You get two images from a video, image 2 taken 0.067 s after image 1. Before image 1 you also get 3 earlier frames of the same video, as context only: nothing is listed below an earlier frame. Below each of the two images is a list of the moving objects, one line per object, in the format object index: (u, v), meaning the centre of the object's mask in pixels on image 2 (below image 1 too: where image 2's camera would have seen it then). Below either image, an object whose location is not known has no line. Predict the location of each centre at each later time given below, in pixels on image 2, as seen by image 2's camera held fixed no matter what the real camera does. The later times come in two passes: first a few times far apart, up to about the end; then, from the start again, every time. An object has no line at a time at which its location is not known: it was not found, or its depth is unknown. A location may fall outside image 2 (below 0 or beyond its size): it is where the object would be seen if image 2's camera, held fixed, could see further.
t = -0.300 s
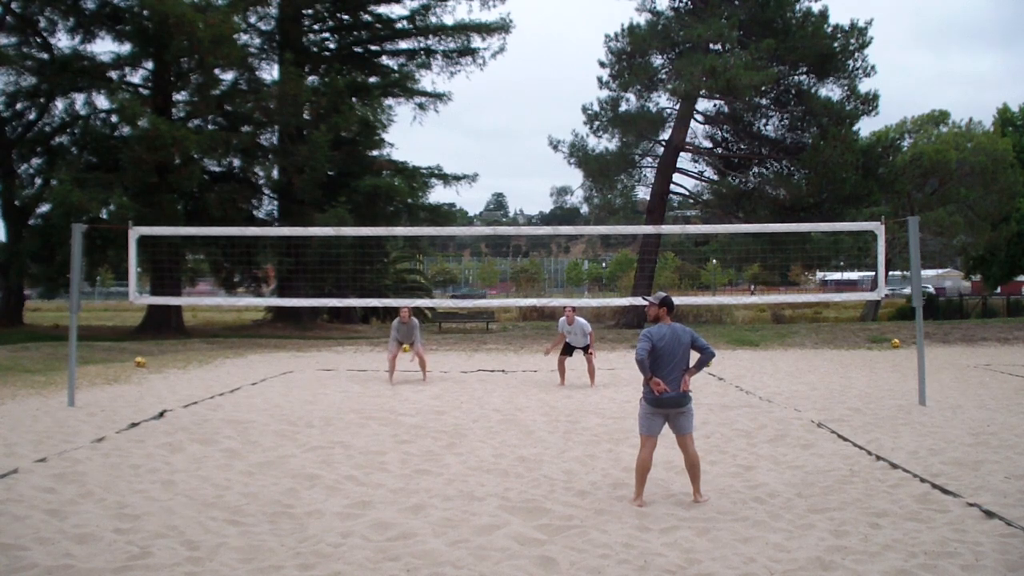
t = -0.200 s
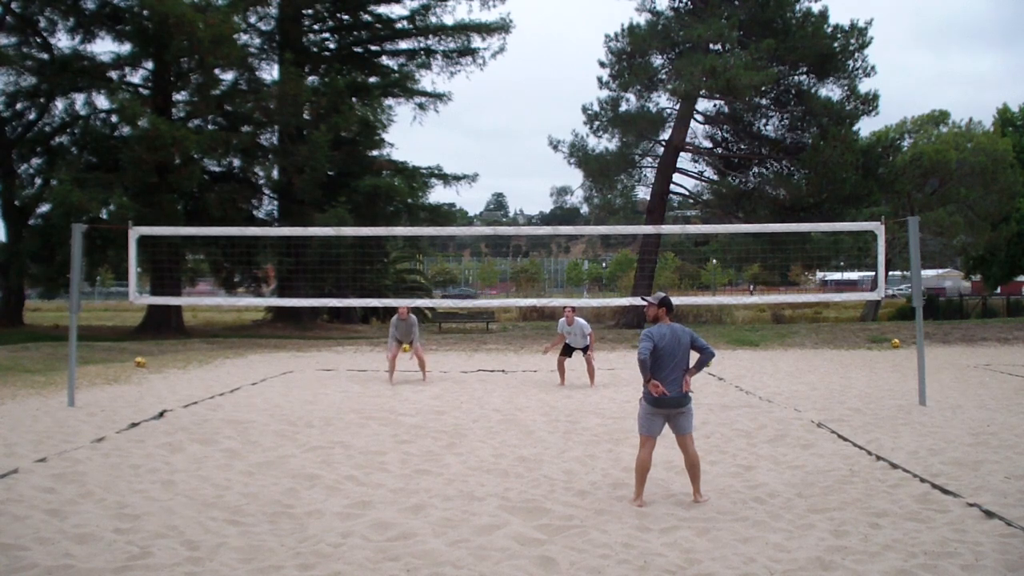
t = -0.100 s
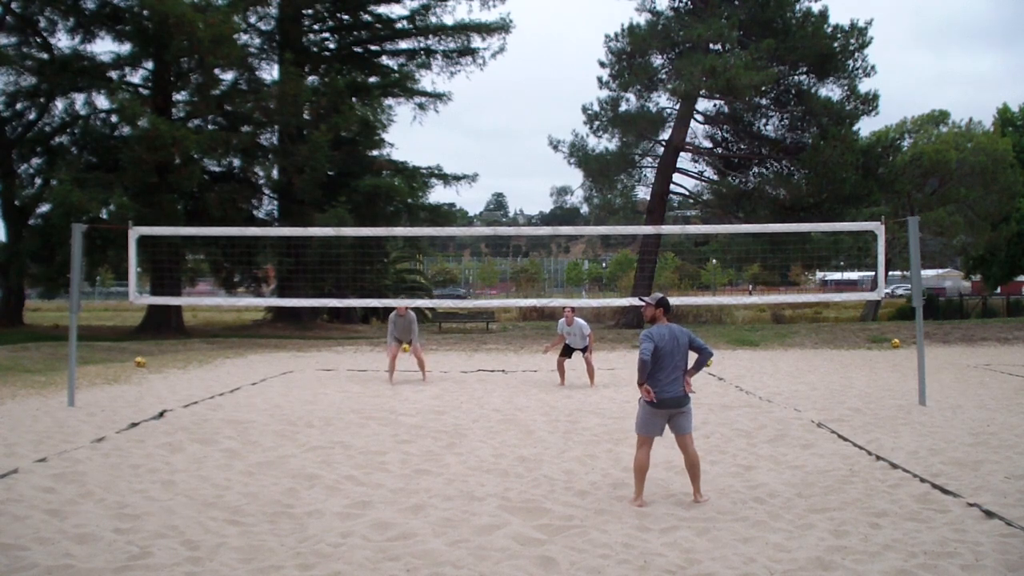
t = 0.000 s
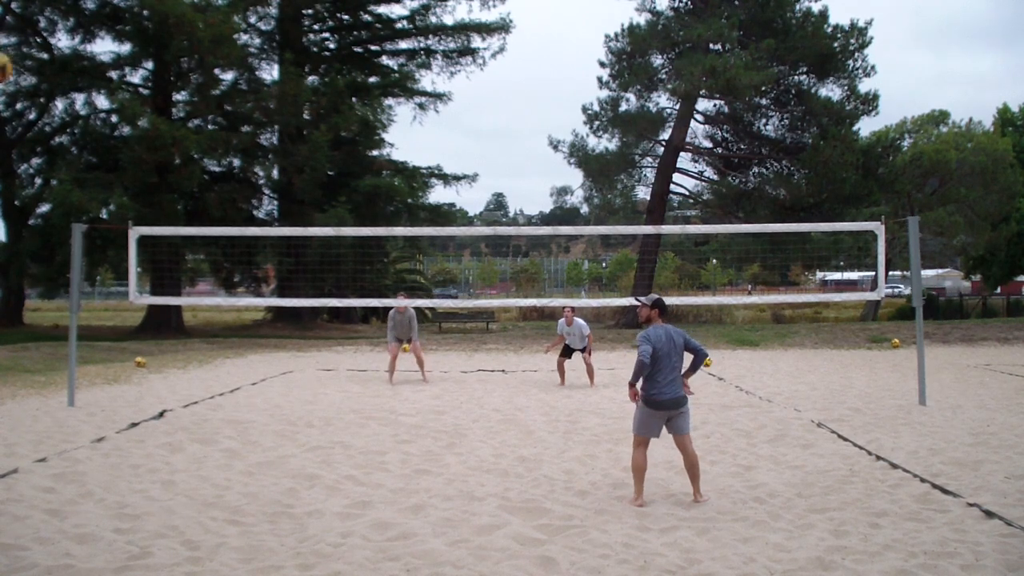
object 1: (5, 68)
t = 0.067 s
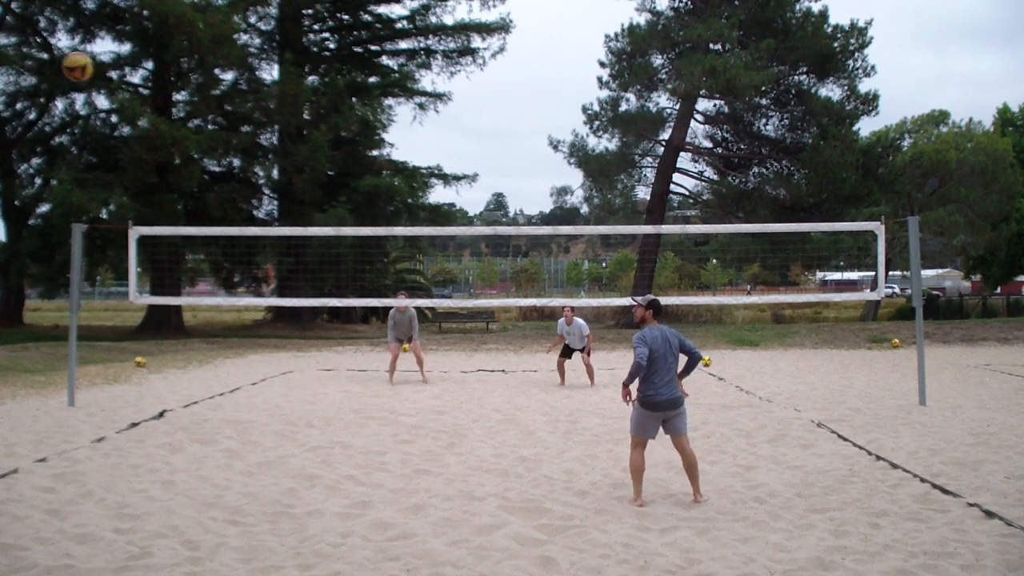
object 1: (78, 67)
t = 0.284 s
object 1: (243, 89)
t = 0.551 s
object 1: (351, 152)
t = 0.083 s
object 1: (94, 68)
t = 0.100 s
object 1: (111, 68)
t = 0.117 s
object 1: (126, 69)
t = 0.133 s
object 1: (141, 70)
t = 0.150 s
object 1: (155, 71)
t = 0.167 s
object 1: (168, 73)
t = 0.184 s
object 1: (180, 75)
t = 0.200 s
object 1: (192, 76)
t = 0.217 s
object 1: (202, 79)
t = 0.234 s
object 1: (213, 80)
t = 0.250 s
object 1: (223, 83)
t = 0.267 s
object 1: (233, 86)
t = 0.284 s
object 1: (243, 89)
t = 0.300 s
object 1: (252, 91)
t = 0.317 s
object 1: (260, 95)
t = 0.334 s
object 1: (269, 98)
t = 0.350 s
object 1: (277, 102)
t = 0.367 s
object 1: (285, 105)
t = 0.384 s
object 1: (292, 110)
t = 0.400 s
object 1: (299, 113)
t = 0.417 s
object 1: (306, 117)
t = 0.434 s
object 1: (312, 121)
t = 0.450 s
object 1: (319, 126)
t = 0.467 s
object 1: (325, 130)
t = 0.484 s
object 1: (330, 134)
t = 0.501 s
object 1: (336, 138)
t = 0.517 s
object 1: (341, 143)
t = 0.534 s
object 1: (346, 147)
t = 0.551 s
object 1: (351, 152)
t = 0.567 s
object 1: (356, 157)
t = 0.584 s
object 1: (361, 161)
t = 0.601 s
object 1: (365, 166)
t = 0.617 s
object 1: (370, 171)
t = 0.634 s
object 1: (374, 176)
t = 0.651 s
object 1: (379, 181)
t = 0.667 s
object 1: (383, 186)
